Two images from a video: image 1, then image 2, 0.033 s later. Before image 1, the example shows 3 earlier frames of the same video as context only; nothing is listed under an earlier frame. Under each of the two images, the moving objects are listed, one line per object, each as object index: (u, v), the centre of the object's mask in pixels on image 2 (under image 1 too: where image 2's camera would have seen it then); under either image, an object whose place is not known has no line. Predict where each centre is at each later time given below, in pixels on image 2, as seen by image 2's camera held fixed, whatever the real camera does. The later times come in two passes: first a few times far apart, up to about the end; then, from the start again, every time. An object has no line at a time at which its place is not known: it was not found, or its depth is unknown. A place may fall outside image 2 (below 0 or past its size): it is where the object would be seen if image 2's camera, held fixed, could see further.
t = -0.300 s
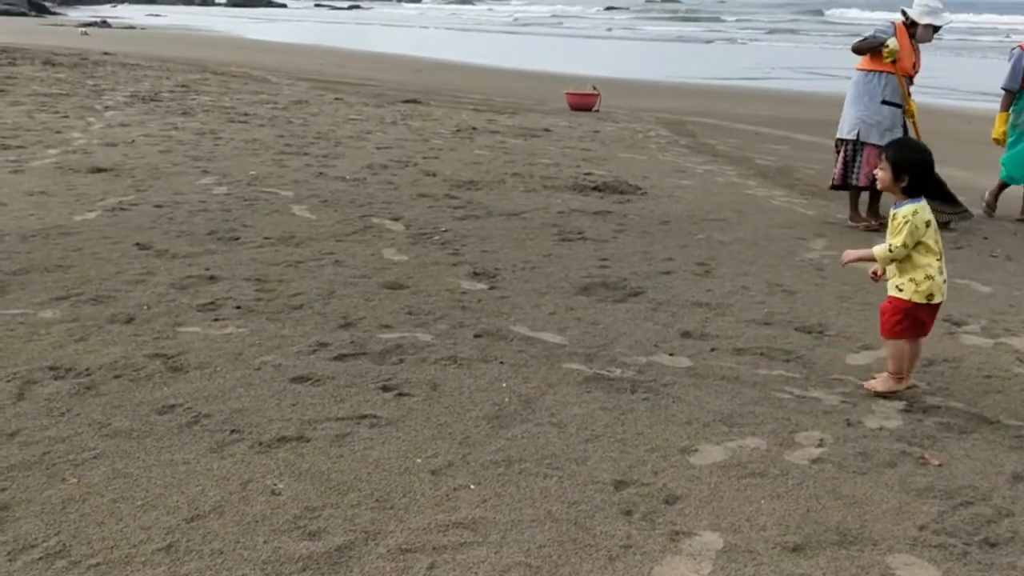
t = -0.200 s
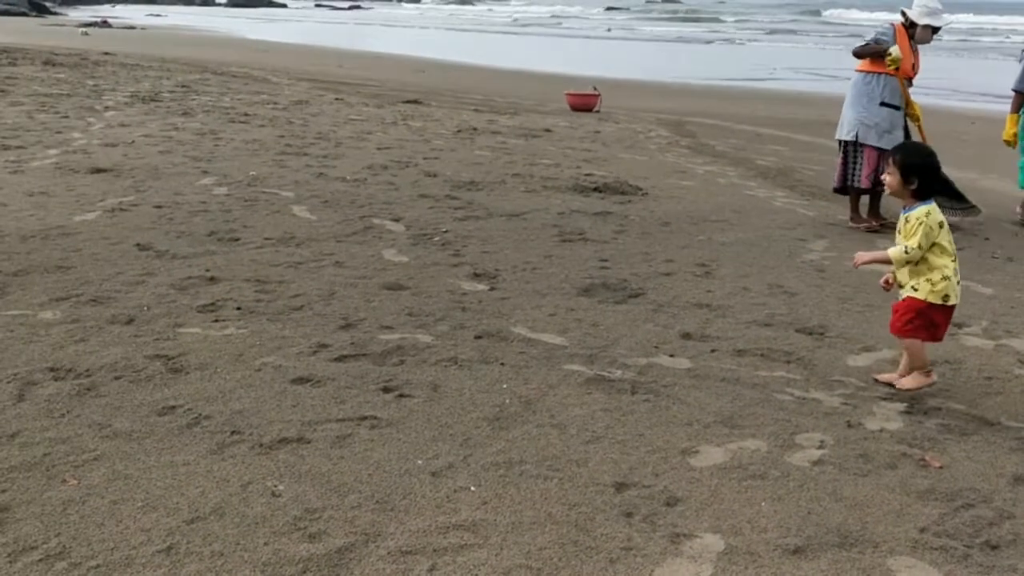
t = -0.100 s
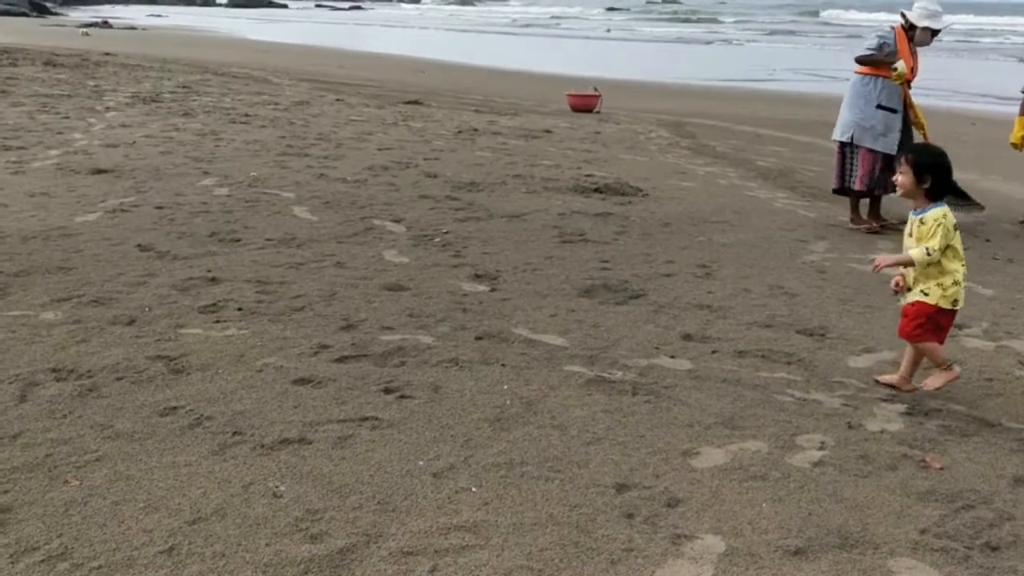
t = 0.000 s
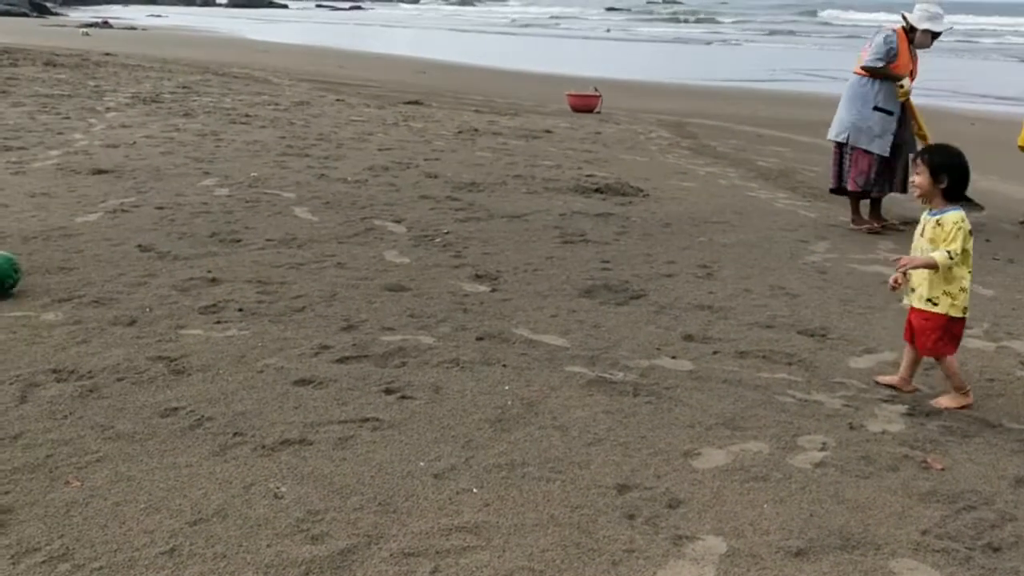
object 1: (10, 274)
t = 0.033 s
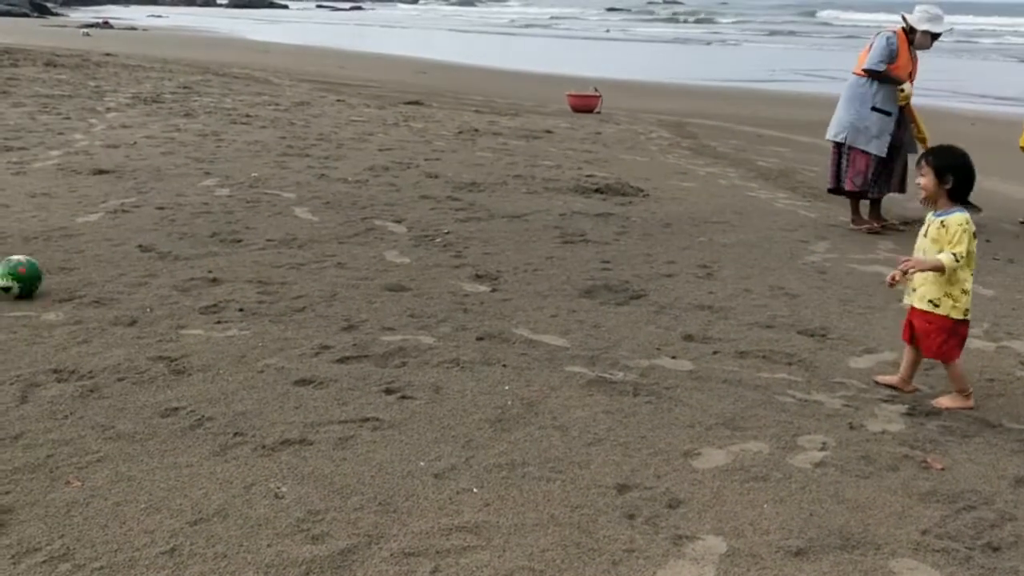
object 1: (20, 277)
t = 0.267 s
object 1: (106, 274)
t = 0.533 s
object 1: (199, 278)
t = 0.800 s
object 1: (278, 284)
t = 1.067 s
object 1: (346, 283)
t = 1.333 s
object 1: (414, 280)
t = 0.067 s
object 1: (36, 277)
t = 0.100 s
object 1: (51, 277)
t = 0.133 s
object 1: (66, 279)
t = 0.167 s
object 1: (77, 278)
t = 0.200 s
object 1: (87, 275)
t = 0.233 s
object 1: (96, 274)
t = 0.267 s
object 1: (106, 274)
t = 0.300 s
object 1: (117, 276)
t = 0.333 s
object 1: (128, 280)
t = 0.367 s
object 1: (141, 284)
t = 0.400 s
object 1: (154, 281)
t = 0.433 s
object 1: (167, 281)
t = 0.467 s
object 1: (180, 284)
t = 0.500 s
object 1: (190, 280)
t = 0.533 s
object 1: (199, 278)
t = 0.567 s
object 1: (208, 276)
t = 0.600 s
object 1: (216, 277)
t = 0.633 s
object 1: (225, 279)
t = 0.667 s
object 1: (234, 283)
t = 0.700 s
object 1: (244, 286)
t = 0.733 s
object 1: (255, 283)
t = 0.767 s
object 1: (266, 283)
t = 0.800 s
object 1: (278, 284)
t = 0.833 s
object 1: (290, 286)
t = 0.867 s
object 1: (298, 282)
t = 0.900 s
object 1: (307, 279)
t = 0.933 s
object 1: (316, 279)
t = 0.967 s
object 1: (324, 280)
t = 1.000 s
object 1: (330, 285)
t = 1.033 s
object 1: (338, 285)
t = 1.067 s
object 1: (346, 283)
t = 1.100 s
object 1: (354, 284)
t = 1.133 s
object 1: (361, 285)
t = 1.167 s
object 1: (370, 283)
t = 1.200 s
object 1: (378, 283)
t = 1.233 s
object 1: (387, 283)
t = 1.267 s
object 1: (396, 282)
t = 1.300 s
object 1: (405, 281)
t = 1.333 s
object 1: (414, 280)
